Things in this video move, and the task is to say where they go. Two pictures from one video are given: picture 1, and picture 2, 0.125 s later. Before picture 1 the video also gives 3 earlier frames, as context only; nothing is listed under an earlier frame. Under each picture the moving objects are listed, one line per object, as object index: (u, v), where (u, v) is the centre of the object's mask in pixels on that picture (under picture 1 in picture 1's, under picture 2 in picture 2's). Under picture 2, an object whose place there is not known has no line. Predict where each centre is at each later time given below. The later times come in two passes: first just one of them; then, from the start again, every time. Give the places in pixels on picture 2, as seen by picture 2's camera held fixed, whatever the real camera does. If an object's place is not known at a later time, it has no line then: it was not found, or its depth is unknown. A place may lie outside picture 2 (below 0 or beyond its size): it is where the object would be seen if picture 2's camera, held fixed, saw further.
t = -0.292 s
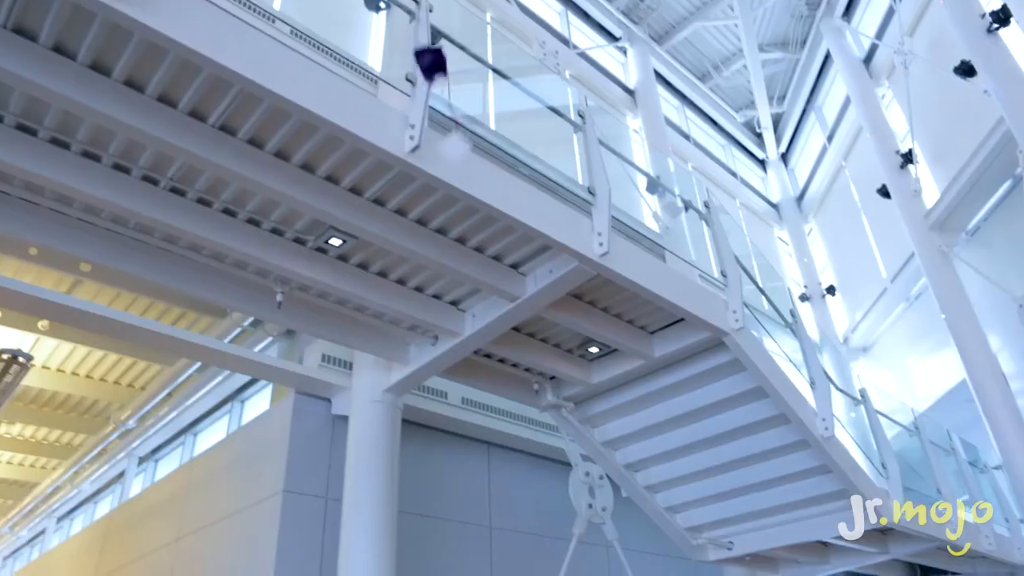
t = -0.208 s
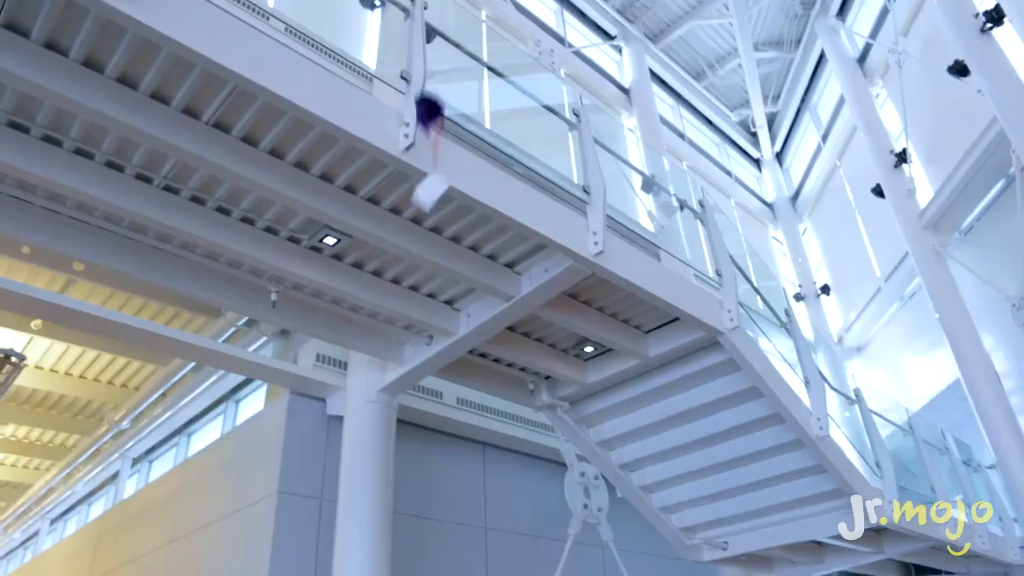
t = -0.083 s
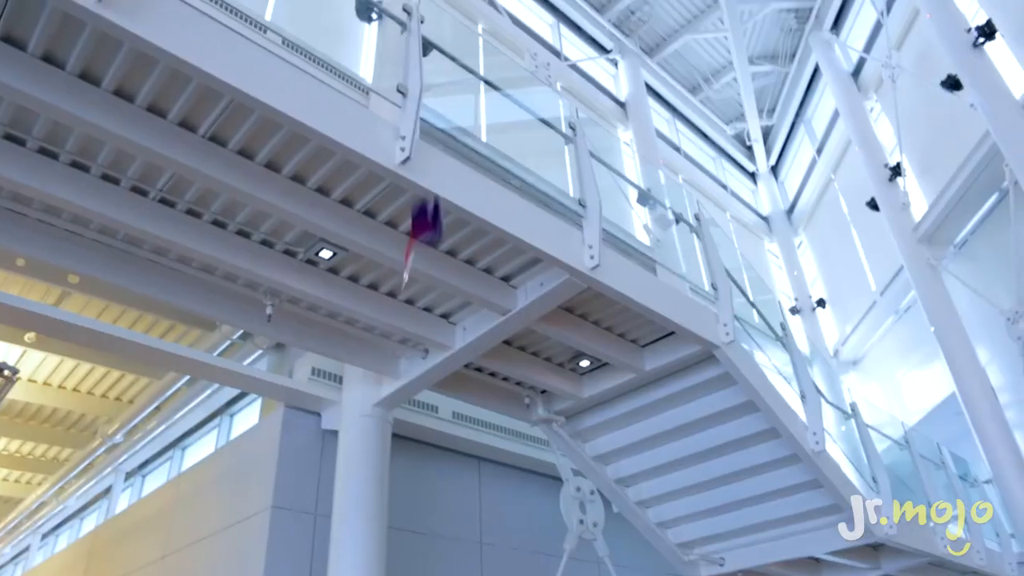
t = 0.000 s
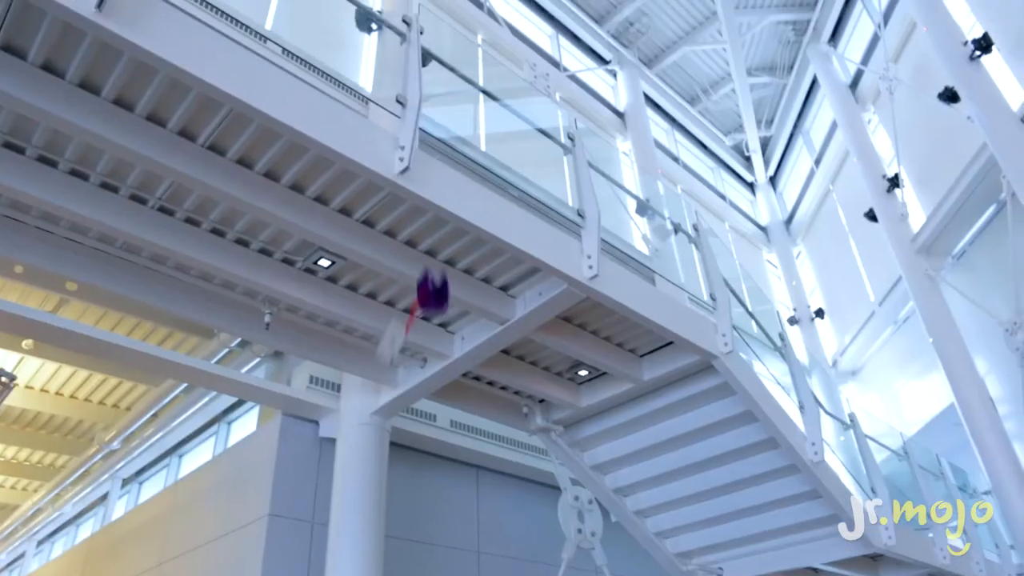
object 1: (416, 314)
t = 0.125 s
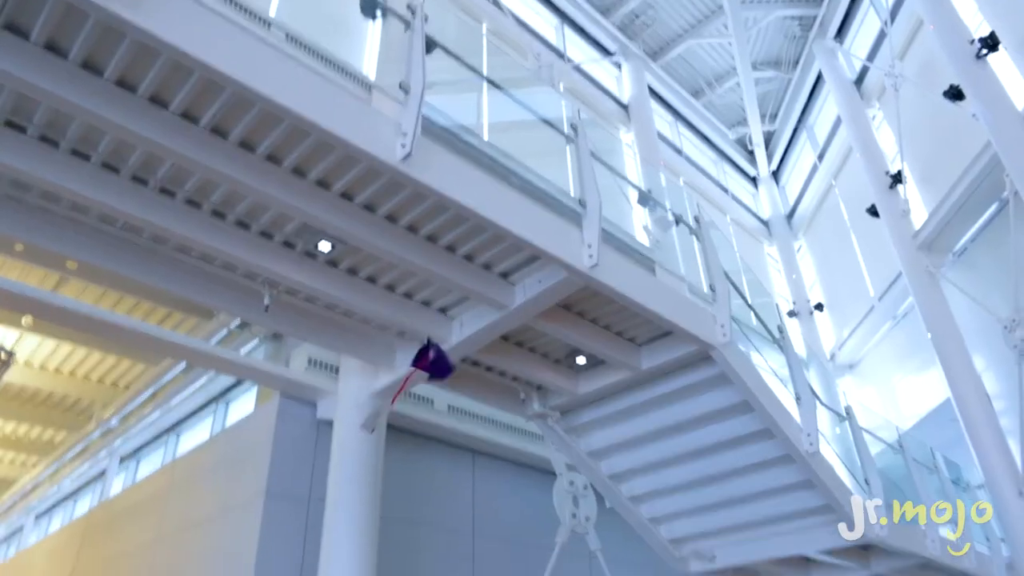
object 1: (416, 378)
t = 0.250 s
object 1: (398, 441)
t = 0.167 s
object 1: (420, 389)
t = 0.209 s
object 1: (407, 417)
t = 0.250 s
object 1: (398, 441)
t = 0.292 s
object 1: (395, 455)
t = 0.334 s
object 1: (389, 471)
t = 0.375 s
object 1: (393, 481)
